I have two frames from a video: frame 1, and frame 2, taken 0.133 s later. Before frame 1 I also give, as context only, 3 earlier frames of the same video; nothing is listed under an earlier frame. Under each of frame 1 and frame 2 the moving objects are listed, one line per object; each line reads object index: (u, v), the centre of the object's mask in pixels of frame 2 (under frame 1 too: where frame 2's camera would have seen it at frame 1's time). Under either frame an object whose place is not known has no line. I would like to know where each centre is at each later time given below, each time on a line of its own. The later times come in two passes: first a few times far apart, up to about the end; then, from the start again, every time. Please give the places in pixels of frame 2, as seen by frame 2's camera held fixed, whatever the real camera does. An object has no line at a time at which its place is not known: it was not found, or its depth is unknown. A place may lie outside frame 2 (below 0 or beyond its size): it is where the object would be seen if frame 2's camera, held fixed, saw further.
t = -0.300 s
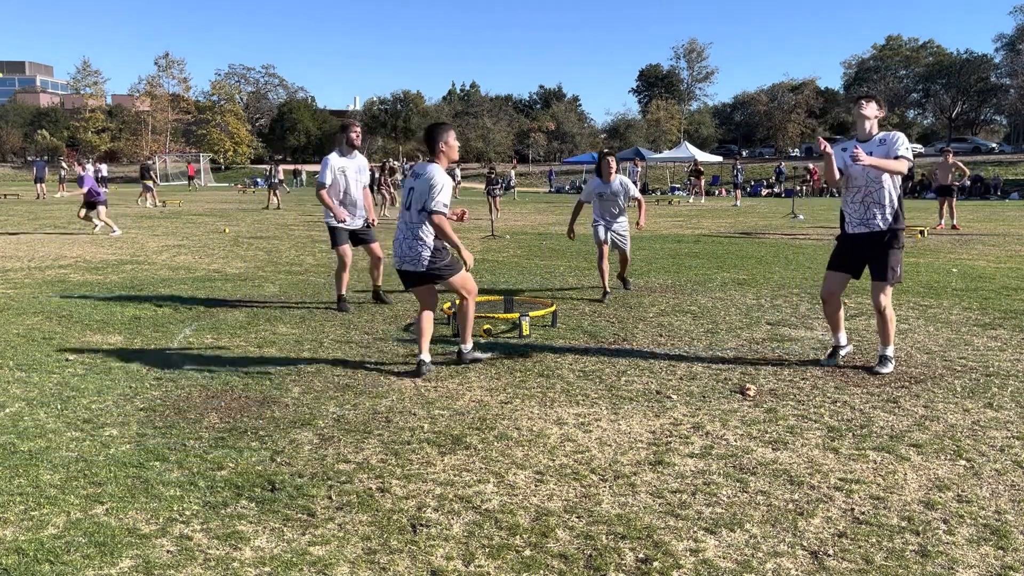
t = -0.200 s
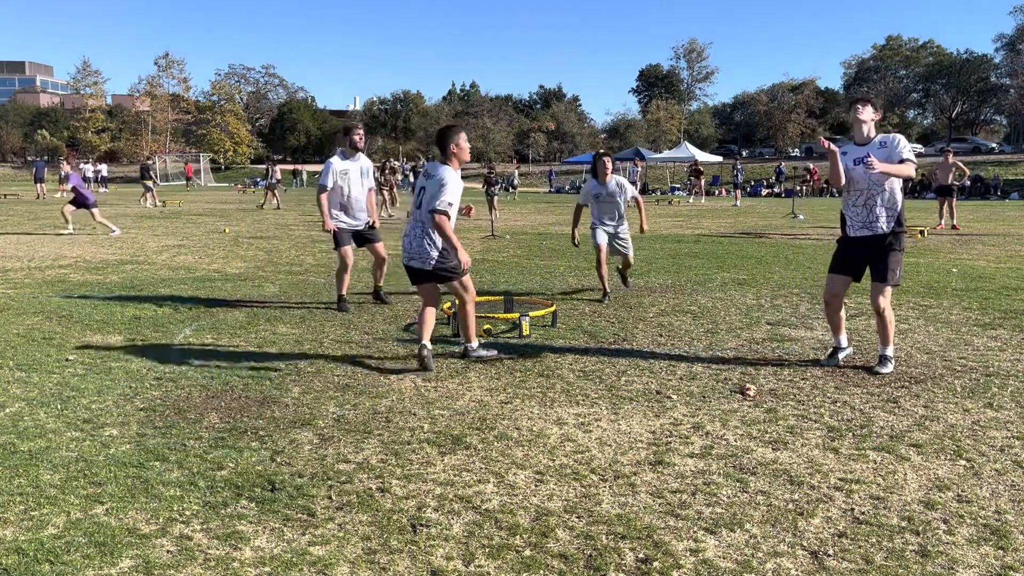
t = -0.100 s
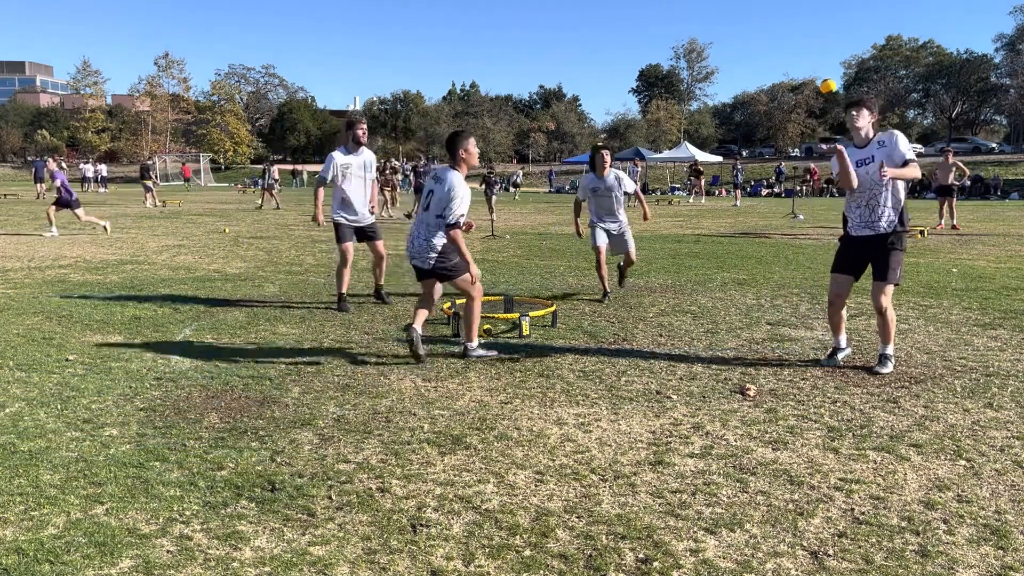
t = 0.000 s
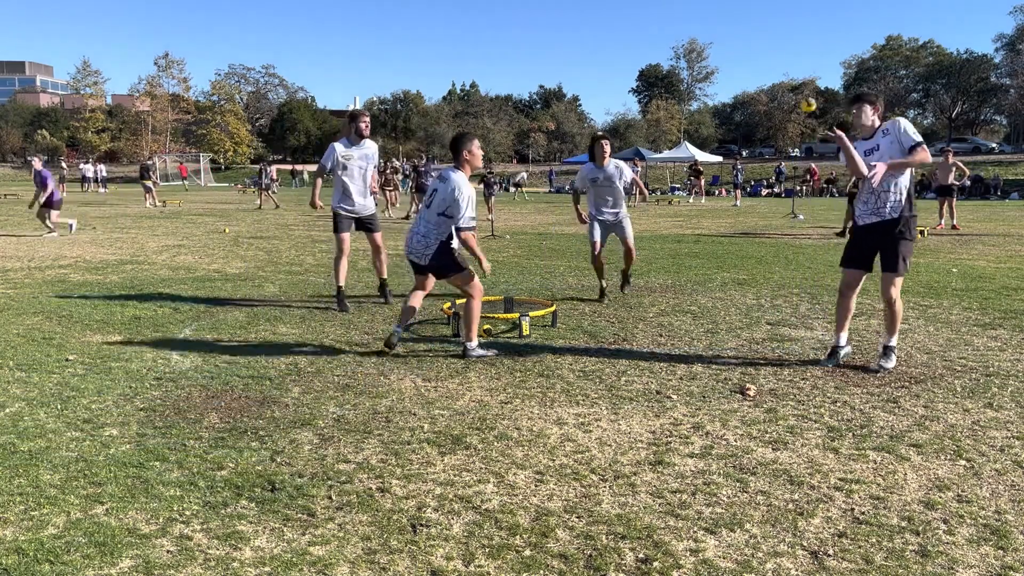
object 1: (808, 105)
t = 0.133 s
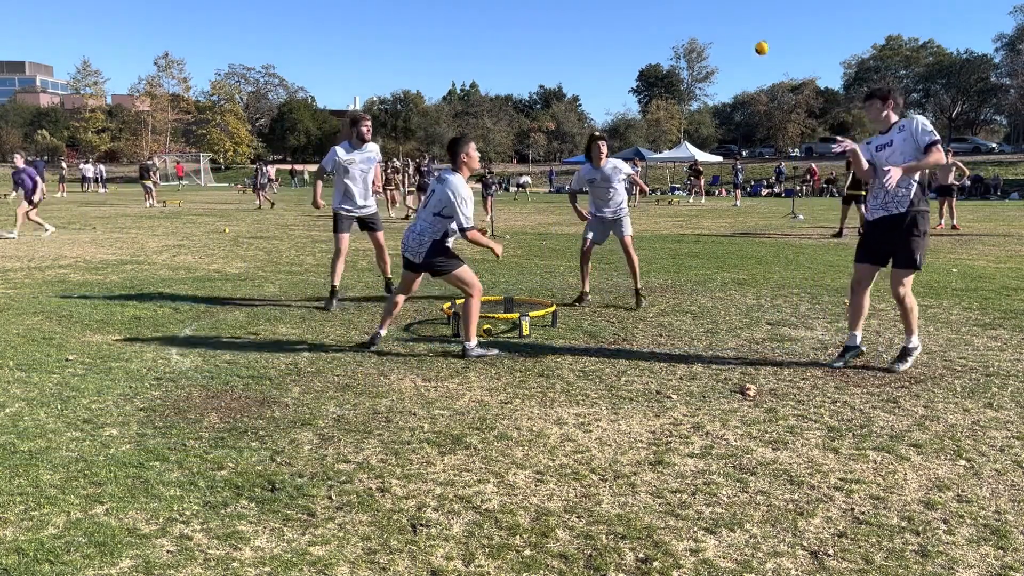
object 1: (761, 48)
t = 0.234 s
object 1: (729, 26)
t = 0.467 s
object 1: (660, 34)
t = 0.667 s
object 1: (607, 98)
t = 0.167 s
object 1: (751, 39)
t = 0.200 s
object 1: (740, 31)
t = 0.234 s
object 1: (729, 26)
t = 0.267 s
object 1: (719, 22)
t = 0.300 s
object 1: (709, 20)
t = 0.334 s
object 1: (699, 20)
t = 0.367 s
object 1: (689, 21)
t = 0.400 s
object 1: (680, 24)
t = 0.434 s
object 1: (669, 28)
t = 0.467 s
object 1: (660, 34)
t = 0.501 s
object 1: (651, 41)
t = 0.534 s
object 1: (642, 50)
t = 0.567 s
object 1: (633, 60)
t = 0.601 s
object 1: (625, 72)
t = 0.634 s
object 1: (616, 84)
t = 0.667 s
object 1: (607, 98)
